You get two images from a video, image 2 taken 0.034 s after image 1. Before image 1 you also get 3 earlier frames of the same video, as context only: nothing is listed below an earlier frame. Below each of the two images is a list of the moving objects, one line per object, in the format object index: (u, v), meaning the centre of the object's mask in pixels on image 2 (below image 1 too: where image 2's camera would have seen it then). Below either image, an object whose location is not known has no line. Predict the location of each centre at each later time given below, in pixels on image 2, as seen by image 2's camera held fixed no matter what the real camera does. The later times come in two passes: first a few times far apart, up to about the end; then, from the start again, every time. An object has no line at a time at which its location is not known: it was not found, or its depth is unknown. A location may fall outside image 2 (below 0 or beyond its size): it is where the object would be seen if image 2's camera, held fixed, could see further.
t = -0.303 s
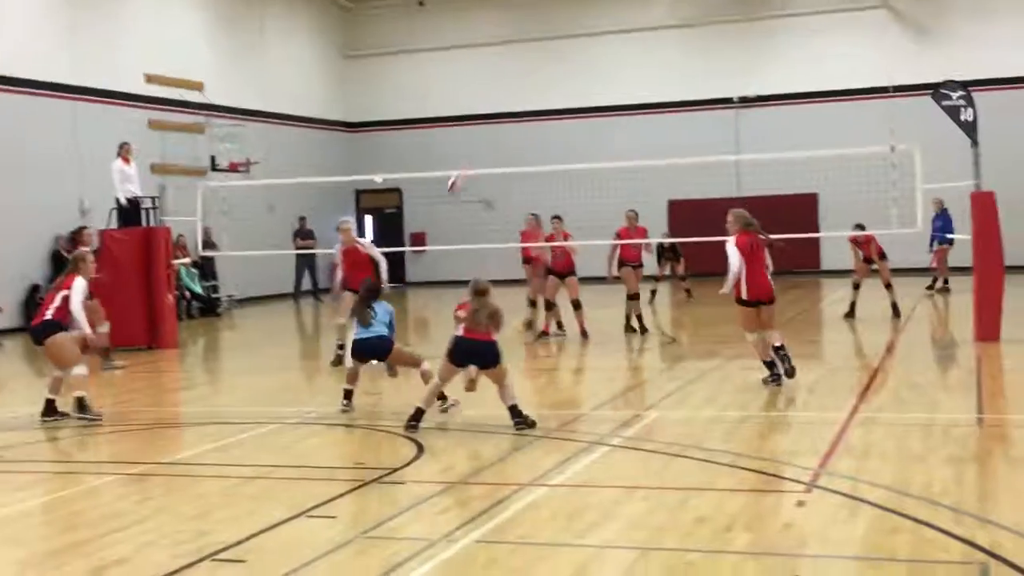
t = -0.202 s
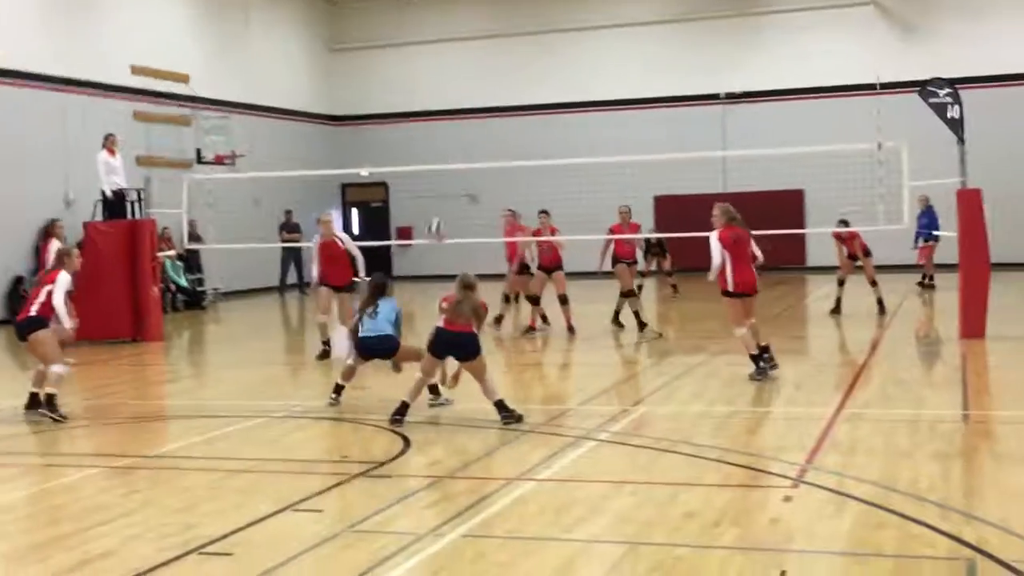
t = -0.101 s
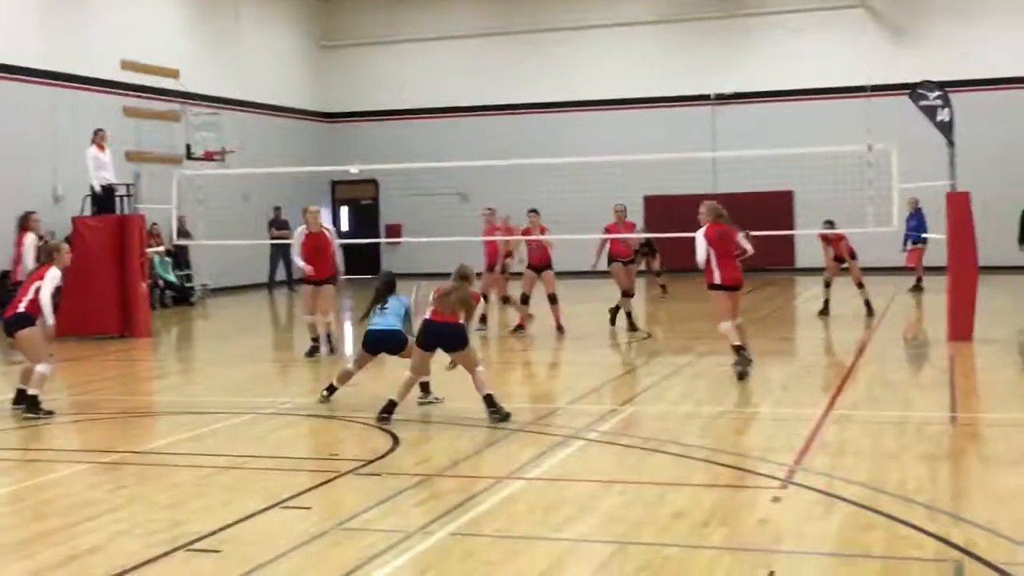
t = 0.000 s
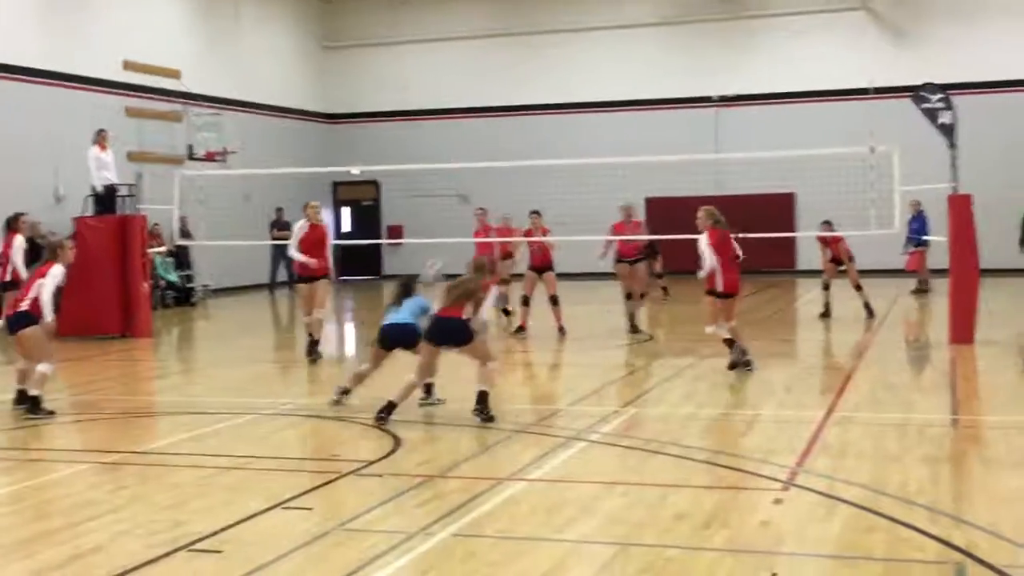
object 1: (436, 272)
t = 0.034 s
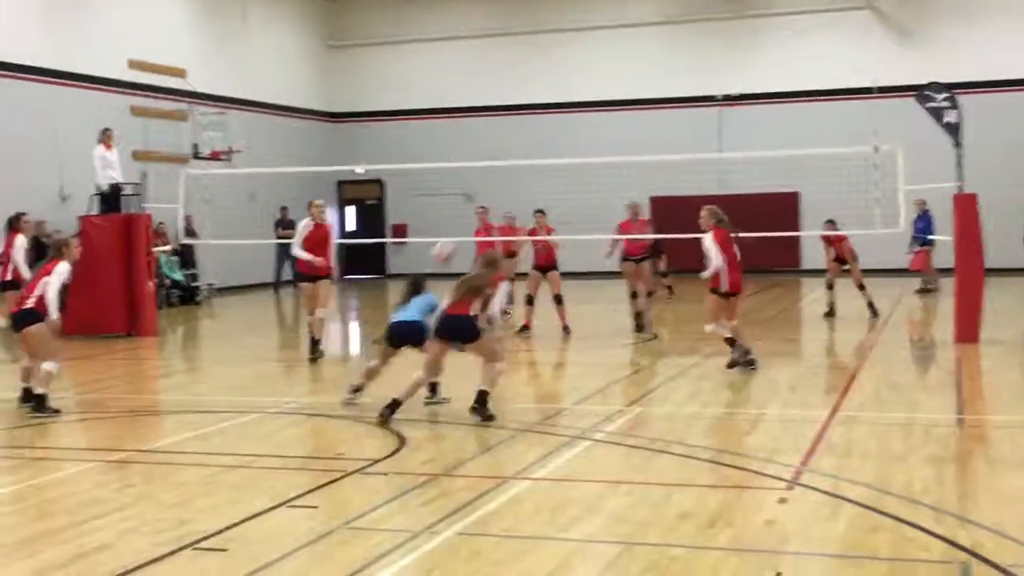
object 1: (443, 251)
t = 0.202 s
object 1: (471, 176)
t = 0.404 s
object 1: (500, 123)
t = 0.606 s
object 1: (526, 114)
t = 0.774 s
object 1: (545, 134)
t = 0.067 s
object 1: (450, 233)
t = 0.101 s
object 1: (454, 217)
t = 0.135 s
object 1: (459, 199)
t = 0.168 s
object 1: (467, 188)
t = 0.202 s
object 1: (471, 176)
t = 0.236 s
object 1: (477, 160)
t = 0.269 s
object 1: (481, 152)
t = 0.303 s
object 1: (486, 142)
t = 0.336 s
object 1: (491, 135)
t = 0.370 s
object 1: (495, 128)
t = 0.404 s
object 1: (500, 123)
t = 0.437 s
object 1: (505, 119)
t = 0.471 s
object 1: (509, 116)
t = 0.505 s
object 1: (512, 114)
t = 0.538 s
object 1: (517, 113)
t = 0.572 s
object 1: (521, 113)
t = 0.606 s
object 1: (526, 114)
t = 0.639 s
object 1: (529, 117)
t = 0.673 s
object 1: (535, 119)
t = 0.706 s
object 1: (538, 124)
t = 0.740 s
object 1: (542, 130)
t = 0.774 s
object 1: (545, 134)
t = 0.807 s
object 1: (550, 141)
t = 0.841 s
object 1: (553, 148)
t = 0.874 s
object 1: (557, 157)
